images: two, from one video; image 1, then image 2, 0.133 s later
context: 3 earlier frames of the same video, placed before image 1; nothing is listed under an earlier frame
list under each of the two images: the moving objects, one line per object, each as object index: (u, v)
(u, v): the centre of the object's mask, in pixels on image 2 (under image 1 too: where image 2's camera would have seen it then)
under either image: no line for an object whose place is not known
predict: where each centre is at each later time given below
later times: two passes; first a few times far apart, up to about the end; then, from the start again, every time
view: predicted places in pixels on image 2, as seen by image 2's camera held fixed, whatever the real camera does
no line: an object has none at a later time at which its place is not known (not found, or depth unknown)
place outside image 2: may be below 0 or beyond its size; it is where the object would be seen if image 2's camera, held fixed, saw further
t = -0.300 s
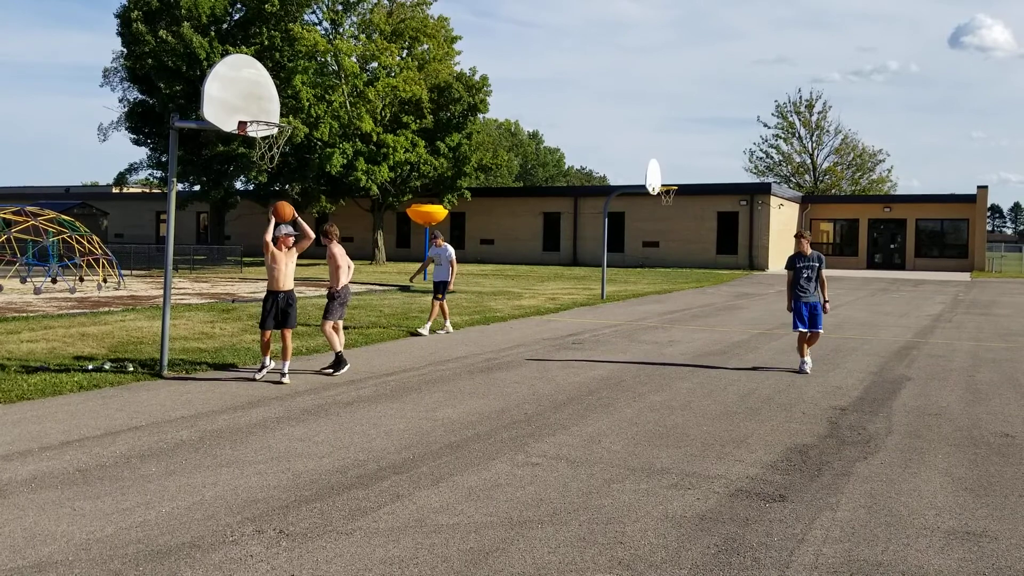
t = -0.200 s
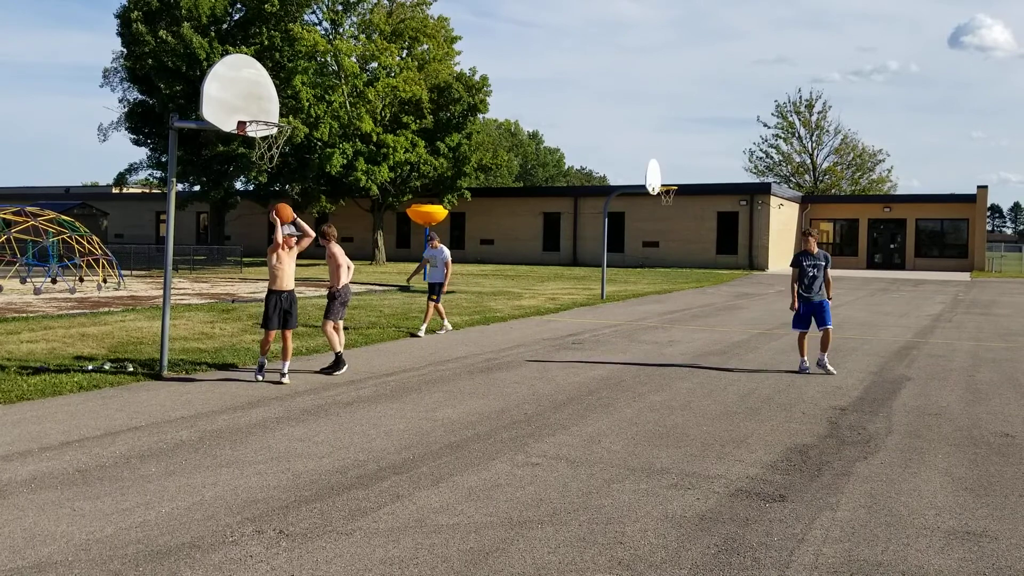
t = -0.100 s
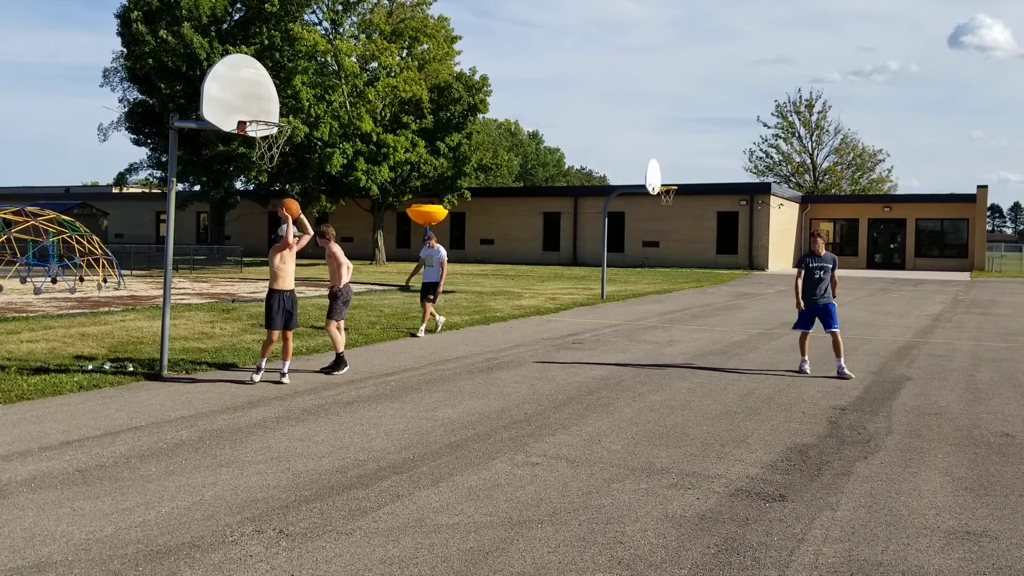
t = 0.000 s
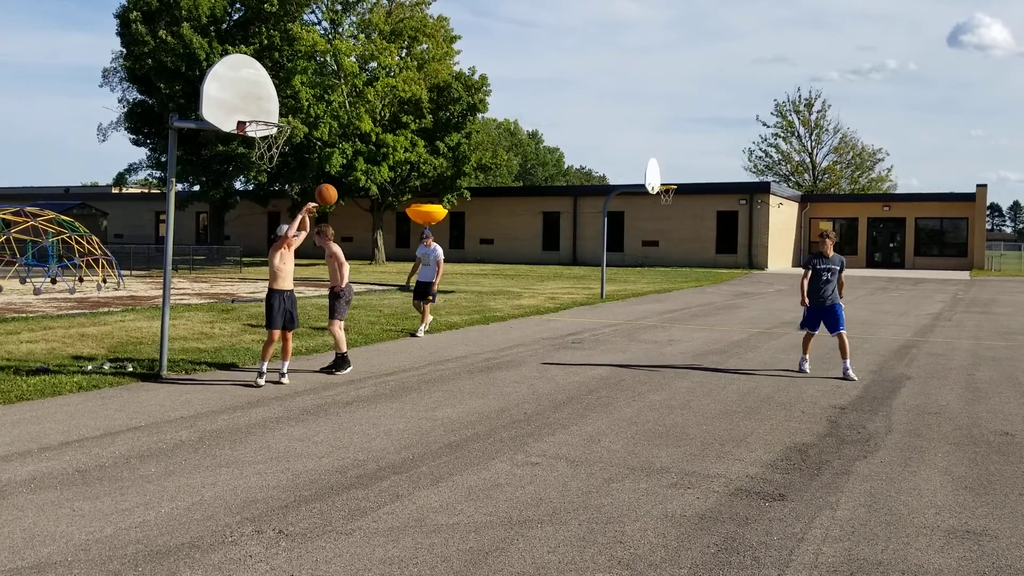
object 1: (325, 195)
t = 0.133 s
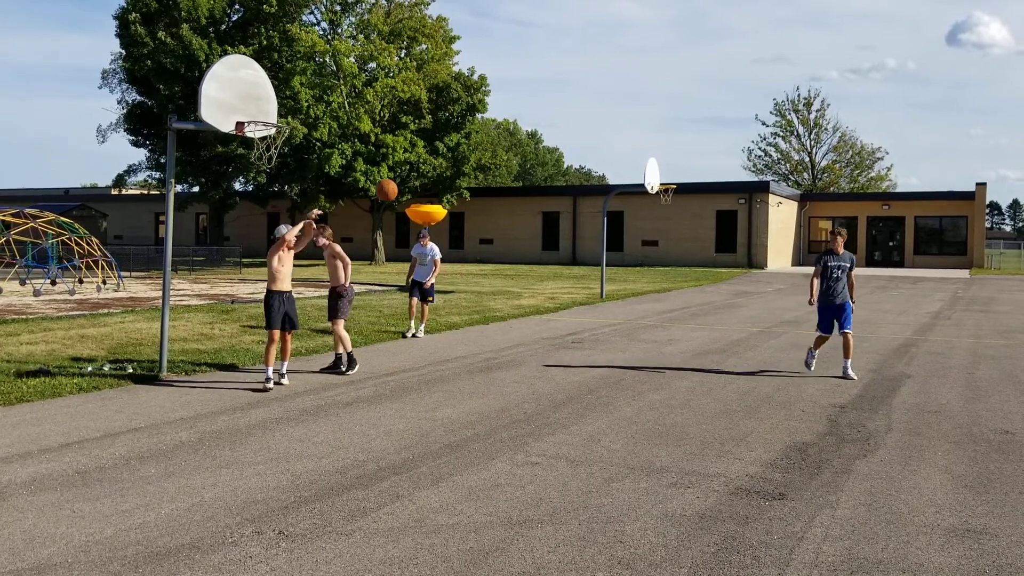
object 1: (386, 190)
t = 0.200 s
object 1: (417, 193)
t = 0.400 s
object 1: (508, 228)
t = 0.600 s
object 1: (599, 298)
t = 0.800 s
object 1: (687, 373)
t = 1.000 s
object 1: (745, 301)
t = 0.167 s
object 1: (402, 191)
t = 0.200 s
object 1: (417, 193)
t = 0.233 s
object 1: (432, 196)
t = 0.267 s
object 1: (447, 200)
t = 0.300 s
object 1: (463, 206)
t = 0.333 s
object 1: (479, 212)
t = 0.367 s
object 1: (493, 219)
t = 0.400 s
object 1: (508, 228)
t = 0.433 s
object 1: (523, 237)
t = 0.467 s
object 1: (538, 247)
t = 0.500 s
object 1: (553, 258)
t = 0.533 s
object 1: (568, 271)
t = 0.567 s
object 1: (584, 284)
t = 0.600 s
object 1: (599, 298)
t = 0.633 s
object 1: (615, 314)
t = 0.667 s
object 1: (630, 330)
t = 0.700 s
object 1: (646, 348)
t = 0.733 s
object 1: (662, 366)
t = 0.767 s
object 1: (677, 386)
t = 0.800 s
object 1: (687, 373)
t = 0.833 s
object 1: (696, 359)
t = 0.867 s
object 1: (706, 345)
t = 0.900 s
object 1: (715, 333)
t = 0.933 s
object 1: (725, 321)
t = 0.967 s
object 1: (736, 310)
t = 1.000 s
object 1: (745, 301)
